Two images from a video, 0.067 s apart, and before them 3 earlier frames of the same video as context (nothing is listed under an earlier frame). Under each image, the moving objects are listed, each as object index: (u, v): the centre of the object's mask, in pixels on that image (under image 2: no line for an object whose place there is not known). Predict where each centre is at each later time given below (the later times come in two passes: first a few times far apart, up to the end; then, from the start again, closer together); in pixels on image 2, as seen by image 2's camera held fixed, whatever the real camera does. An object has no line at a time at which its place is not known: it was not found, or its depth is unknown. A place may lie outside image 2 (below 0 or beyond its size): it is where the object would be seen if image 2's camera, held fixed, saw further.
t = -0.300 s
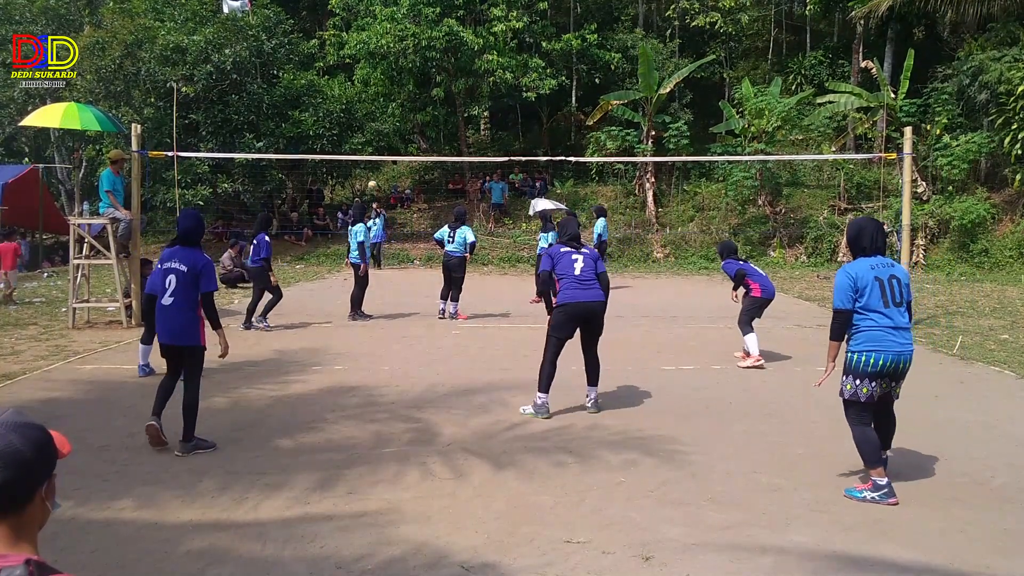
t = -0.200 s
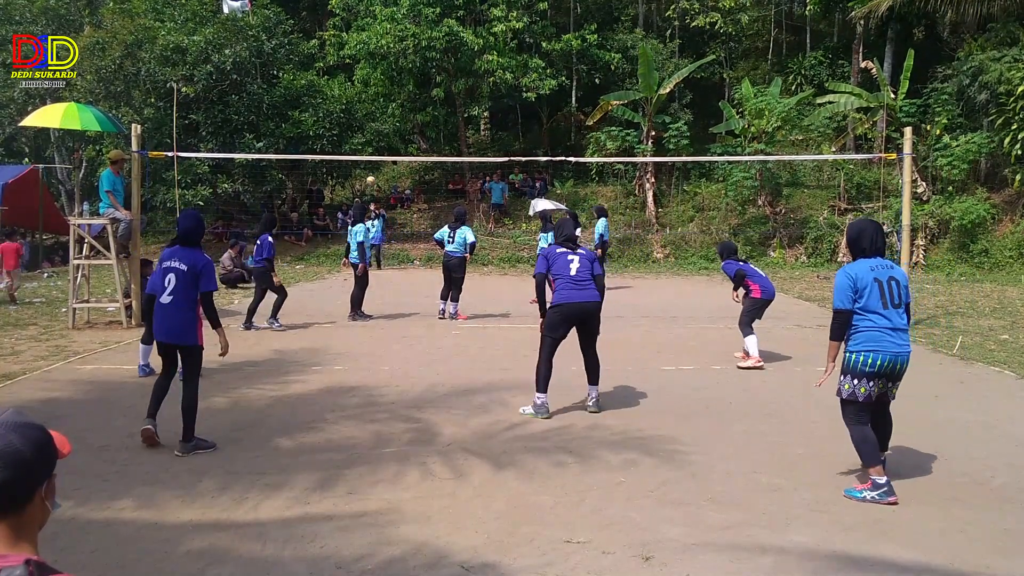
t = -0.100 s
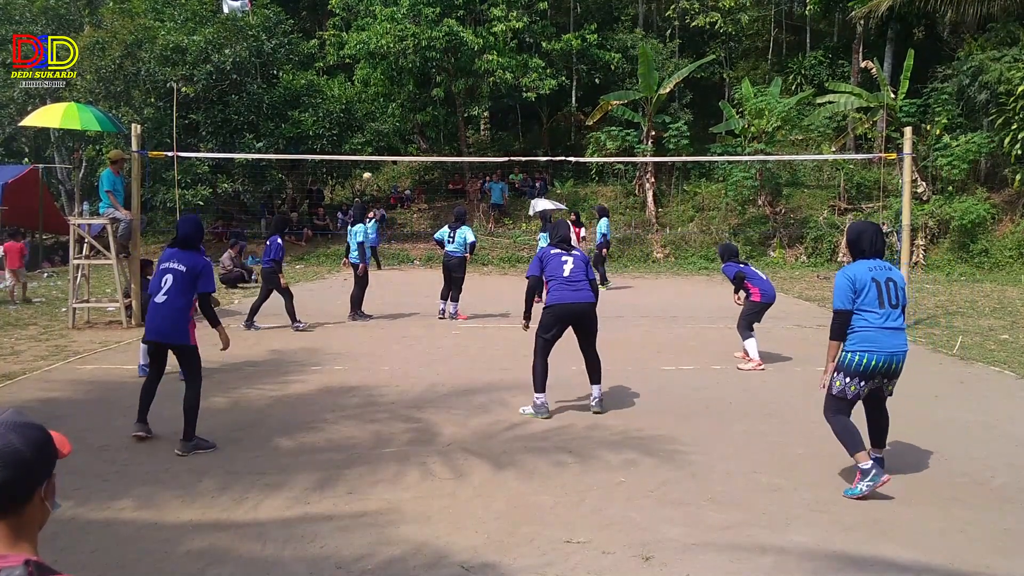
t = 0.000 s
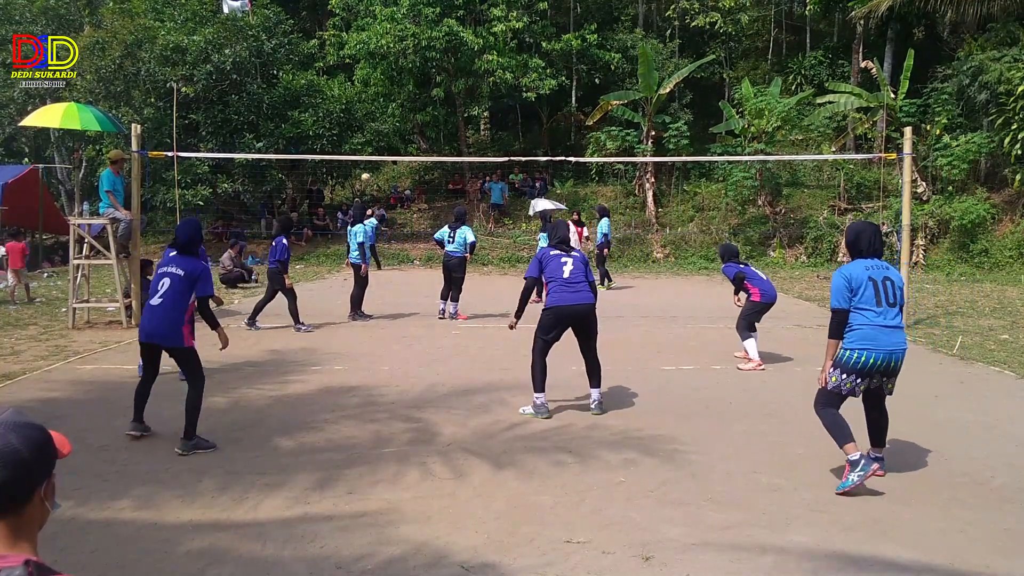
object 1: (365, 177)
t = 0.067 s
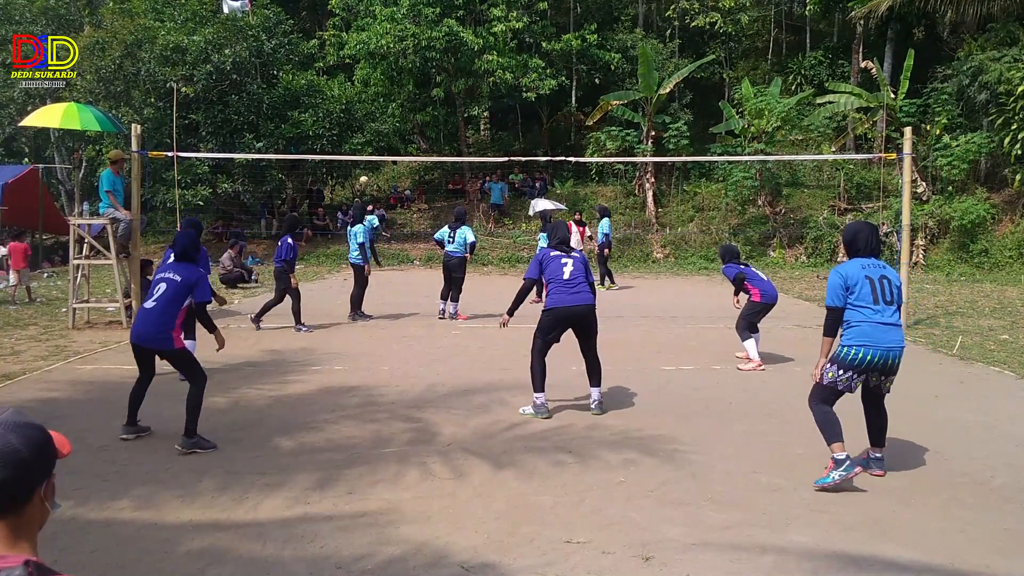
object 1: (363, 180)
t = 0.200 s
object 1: (364, 180)
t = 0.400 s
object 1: (376, 146)
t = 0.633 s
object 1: (402, 119)
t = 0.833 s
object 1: (435, 113)
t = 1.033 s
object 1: (482, 135)
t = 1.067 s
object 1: (492, 144)
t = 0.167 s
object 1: (361, 186)
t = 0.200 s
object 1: (364, 180)
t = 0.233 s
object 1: (365, 173)
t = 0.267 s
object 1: (367, 168)
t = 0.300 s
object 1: (369, 163)
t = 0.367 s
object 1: (373, 150)
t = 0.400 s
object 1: (376, 146)
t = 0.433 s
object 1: (379, 141)
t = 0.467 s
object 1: (382, 137)
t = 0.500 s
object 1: (386, 132)
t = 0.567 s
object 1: (393, 125)
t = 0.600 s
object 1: (397, 122)
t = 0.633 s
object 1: (402, 119)
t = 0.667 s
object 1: (407, 117)
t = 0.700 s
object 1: (412, 115)
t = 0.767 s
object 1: (423, 113)
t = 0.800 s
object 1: (429, 112)
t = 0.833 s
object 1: (435, 113)
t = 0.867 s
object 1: (442, 114)
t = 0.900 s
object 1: (449, 116)
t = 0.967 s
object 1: (464, 123)
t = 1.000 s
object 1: (472, 128)
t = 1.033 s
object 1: (482, 135)
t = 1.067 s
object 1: (492, 144)
